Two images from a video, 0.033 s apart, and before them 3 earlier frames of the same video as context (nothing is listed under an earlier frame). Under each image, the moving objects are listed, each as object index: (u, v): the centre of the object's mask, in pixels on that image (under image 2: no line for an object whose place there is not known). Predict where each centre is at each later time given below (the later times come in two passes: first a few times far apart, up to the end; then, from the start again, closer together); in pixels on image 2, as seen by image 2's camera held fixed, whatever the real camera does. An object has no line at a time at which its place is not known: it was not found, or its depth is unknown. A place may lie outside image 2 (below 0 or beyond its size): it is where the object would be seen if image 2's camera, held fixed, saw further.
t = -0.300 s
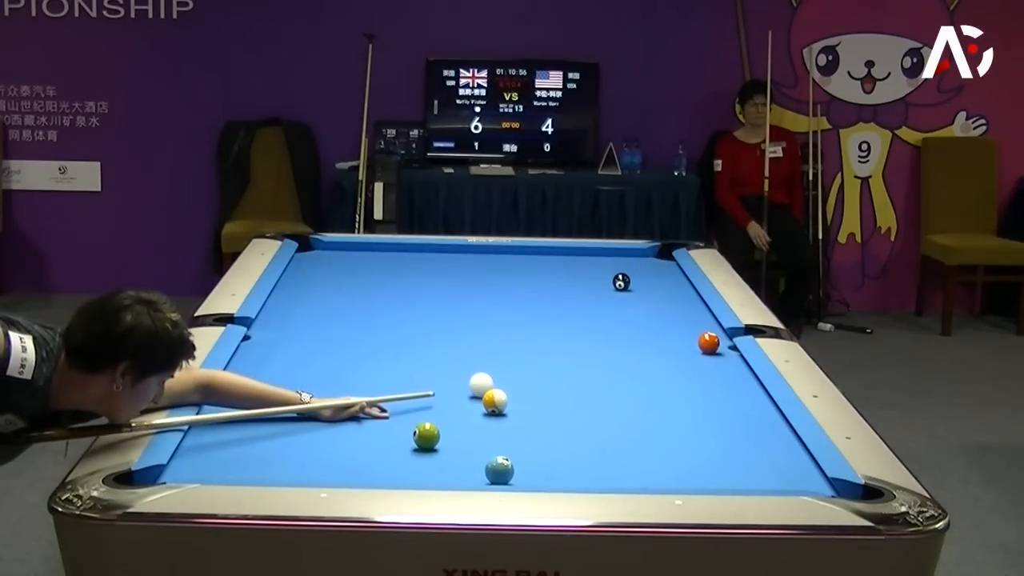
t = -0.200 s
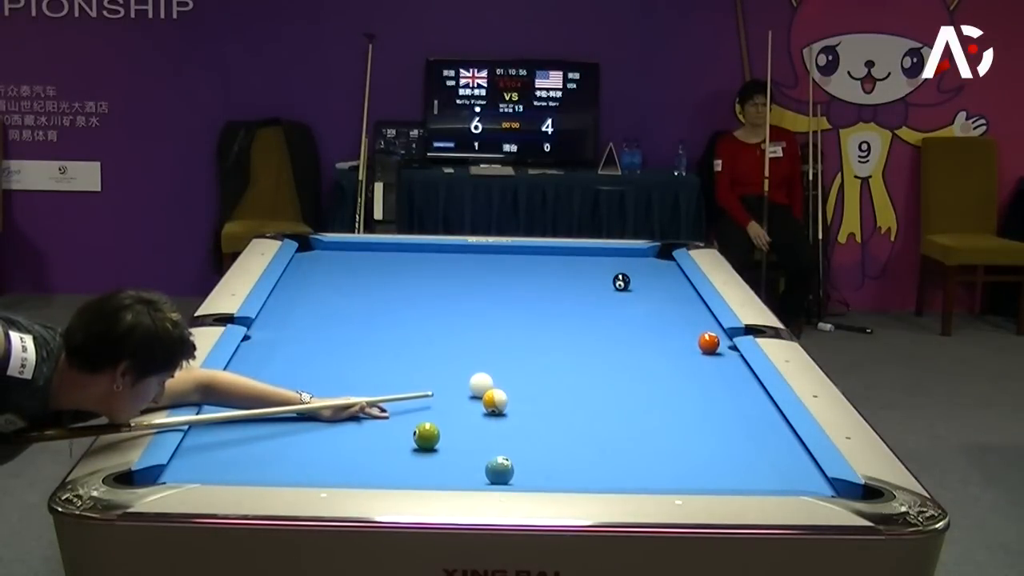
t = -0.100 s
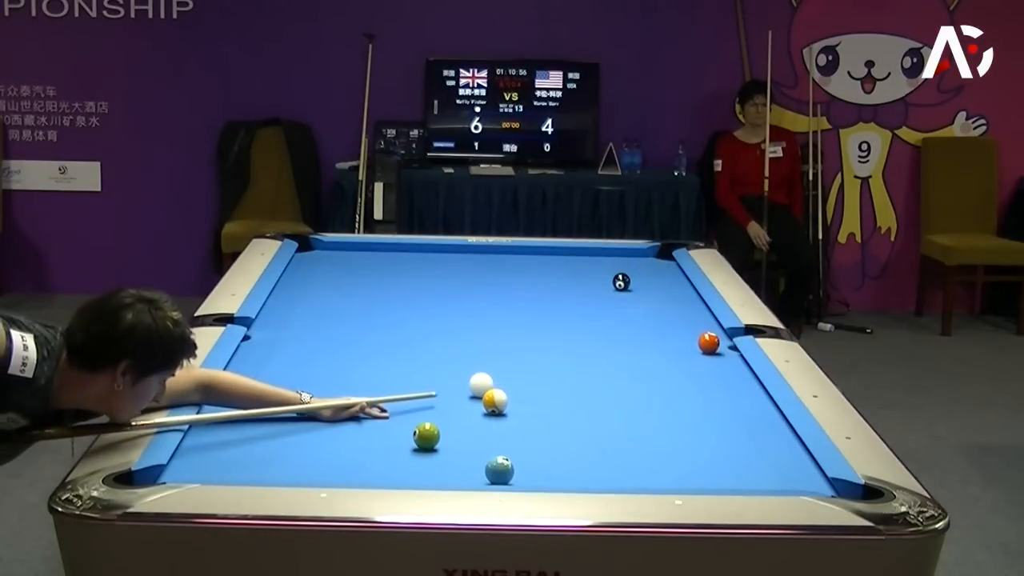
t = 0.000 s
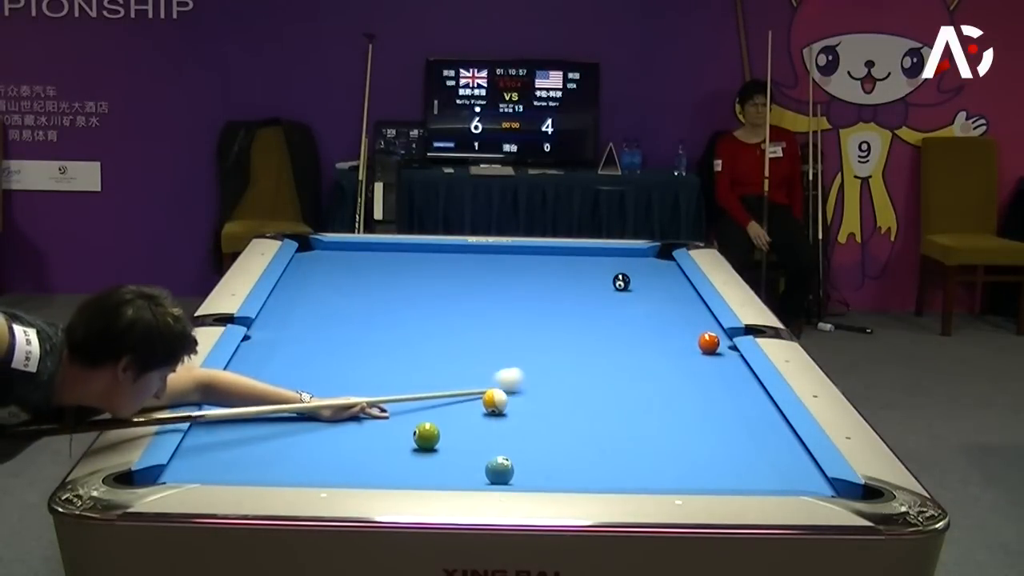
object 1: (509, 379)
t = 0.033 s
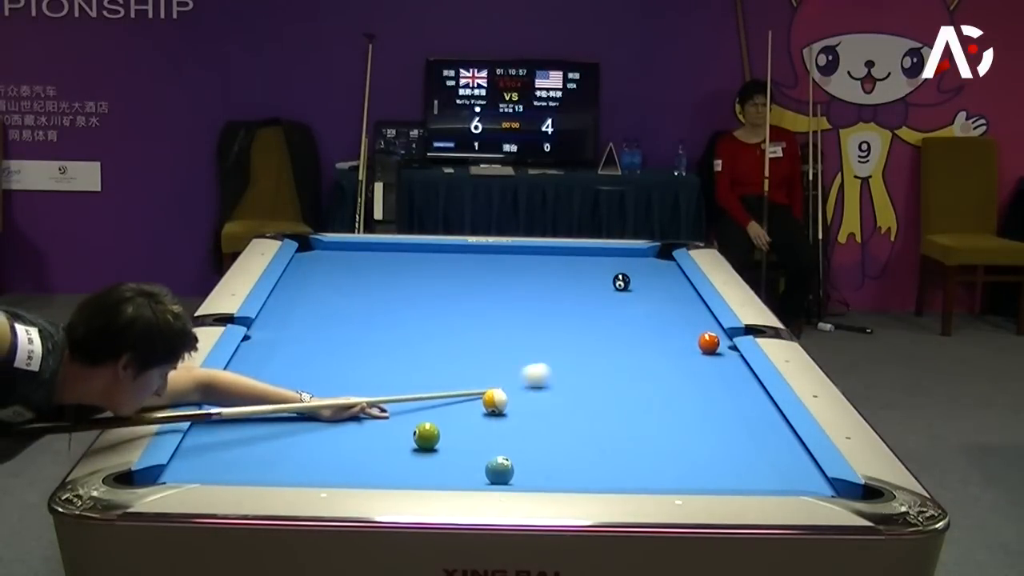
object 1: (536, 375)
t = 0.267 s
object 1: (688, 348)
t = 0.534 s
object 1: (722, 352)
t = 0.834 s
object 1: (724, 357)
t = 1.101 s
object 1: (717, 362)
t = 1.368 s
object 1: (711, 367)
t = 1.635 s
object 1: (706, 371)
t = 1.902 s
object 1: (701, 374)
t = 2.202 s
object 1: (695, 378)
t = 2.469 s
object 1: (691, 381)
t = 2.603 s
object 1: (690, 382)
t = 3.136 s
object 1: (686, 385)
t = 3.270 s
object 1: (686, 386)
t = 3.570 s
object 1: (686, 387)
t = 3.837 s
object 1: (686, 387)
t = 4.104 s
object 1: (686, 387)
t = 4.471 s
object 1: (686, 386)
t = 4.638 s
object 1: (687, 387)
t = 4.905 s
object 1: (686, 387)
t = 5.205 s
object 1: (686, 387)
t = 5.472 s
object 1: (686, 387)
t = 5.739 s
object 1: (686, 387)
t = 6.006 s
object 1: (686, 387)
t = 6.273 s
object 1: (686, 387)
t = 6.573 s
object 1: (686, 387)
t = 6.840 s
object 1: (686, 387)
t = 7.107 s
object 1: (686, 387)
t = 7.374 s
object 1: (686, 387)
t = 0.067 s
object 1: (561, 370)
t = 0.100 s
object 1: (586, 366)
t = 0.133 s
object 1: (608, 362)
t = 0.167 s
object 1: (630, 358)
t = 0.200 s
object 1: (651, 354)
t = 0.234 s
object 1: (670, 351)
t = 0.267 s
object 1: (688, 348)
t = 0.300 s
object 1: (699, 347)
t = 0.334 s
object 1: (703, 348)
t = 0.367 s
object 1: (706, 348)
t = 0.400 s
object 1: (709, 349)
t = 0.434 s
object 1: (712, 350)
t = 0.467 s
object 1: (716, 350)
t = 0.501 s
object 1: (719, 351)
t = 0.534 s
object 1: (722, 352)
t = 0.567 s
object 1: (725, 352)
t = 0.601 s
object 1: (728, 353)
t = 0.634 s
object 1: (729, 354)
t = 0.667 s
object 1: (728, 354)
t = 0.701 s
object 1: (727, 355)
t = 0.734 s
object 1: (726, 355)
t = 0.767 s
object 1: (726, 356)
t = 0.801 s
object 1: (724, 357)
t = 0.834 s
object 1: (724, 357)
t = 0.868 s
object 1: (723, 358)
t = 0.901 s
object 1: (722, 359)
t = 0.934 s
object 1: (722, 359)
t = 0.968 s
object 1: (721, 360)
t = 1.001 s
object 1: (720, 360)
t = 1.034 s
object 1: (719, 361)
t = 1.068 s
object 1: (718, 361)
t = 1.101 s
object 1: (717, 362)
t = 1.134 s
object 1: (716, 363)
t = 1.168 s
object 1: (715, 363)
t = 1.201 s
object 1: (714, 364)
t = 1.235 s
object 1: (714, 365)
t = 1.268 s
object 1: (713, 365)
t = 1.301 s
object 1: (712, 365)
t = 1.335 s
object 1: (712, 366)
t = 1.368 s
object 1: (711, 367)
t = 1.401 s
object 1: (710, 367)
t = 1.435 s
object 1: (709, 368)
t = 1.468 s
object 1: (709, 368)
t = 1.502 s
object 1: (708, 369)
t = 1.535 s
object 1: (708, 370)
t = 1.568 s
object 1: (707, 370)
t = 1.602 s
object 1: (706, 370)
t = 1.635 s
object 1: (706, 371)
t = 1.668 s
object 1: (705, 371)
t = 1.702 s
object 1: (704, 372)
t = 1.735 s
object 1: (704, 372)
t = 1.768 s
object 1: (703, 373)
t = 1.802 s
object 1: (702, 373)
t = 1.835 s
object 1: (702, 374)
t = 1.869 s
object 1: (701, 374)
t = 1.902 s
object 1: (701, 374)
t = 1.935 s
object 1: (700, 375)
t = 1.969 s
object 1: (699, 375)
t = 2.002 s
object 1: (698, 376)
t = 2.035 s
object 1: (698, 376)
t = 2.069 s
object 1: (697, 376)
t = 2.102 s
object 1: (697, 377)
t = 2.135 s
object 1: (696, 377)
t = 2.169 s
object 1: (696, 378)
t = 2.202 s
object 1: (695, 378)
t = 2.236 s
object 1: (694, 378)
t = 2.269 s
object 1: (694, 379)
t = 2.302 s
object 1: (694, 379)
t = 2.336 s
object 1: (693, 379)
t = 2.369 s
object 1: (693, 380)
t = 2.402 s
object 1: (692, 380)
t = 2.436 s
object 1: (692, 381)
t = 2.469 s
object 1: (691, 381)
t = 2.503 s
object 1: (691, 381)
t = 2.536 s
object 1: (690, 382)
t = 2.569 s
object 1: (690, 382)
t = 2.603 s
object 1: (690, 382)
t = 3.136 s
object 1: (686, 385)
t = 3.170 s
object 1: (686, 386)
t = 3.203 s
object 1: (686, 386)
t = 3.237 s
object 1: (686, 386)
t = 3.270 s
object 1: (686, 386)
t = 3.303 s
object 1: (686, 386)
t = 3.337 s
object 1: (686, 386)
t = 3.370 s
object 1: (686, 386)
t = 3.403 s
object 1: (685, 386)
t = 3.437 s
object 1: (686, 386)
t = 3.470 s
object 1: (686, 387)
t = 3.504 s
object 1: (685, 387)
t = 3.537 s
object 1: (686, 387)
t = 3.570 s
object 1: (686, 387)
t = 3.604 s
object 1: (686, 387)
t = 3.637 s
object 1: (686, 387)
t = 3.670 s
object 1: (686, 387)
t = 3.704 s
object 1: (686, 387)
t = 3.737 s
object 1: (686, 387)
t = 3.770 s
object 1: (686, 387)
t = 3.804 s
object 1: (686, 387)
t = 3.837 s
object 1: (686, 387)
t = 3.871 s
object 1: (686, 387)
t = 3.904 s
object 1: (686, 387)
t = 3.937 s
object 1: (686, 387)
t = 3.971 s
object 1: (686, 387)
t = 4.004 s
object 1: (686, 387)
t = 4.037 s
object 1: (686, 387)
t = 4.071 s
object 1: (686, 387)
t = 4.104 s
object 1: (686, 387)
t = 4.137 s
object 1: (686, 387)
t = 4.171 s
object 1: (686, 387)
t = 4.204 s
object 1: (686, 387)
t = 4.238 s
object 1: (691, 384)
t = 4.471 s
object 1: (686, 386)
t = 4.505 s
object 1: (686, 387)
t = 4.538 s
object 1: (686, 387)
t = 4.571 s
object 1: (686, 387)
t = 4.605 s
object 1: (686, 387)
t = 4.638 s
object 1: (687, 387)
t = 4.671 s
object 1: (686, 387)
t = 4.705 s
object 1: (686, 387)
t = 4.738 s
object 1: (686, 387)
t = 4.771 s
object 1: (686, 387)
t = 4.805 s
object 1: (686, 387)
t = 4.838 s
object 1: (686, 387)
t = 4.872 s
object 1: (686, 387)
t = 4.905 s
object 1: (686, 387)
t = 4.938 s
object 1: (686, 387)
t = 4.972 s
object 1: (686, 387)
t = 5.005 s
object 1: (686, 387)
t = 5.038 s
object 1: (686, 387)
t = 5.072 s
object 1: (686, 387)
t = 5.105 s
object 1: (686, 387)
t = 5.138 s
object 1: (686, 387)
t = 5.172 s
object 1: (686, 387)
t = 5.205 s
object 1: (686, 387)
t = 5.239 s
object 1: (686, 387)
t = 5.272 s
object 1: (686, 387)
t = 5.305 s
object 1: (686, 387)
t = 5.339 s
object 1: (686, 387)
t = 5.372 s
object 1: (686, 387)
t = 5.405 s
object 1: (686, 387)
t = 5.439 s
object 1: (686, 387)
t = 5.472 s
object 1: (686, 387)
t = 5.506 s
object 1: (686, 387)
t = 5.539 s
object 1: (686, 387)
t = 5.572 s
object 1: (686, 387)
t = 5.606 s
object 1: (686, 387)
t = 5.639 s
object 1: (686, 387)
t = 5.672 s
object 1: (686, 387)
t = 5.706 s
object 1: (686, 387)
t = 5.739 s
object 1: (686, 387)
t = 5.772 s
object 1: (686, 387)
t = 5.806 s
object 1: (686, 387)
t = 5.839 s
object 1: (686, 387)
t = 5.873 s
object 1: (686, 387)
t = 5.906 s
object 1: (686, 387)
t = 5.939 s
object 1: (686, 387)
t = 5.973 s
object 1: (686, 387)
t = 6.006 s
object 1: (686, 387)
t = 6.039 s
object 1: (686, 387)
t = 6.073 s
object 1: (686, 387)
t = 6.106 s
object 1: (686, 387)
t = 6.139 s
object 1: (686, 387)
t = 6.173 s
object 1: (686, 387)
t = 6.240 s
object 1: (686, 387)
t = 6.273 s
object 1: (686, 387)
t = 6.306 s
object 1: (686, 387)
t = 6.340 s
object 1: (686, 387)
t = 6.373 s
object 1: (686, 387)
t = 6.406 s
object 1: (686, 387)
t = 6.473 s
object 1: (686, 387)
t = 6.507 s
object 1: (686, 387)
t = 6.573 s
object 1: (686, 387)
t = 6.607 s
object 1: (686, 387)
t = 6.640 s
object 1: (686, 387)
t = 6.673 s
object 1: (686, 387)
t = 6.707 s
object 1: (686, 387)
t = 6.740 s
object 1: (686, 387)
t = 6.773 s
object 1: (686, 387)
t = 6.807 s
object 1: (686, 387)
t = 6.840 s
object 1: (686, 387)
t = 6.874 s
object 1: (686, 387)
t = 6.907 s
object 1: (686, 387)
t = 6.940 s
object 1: (686, 387)
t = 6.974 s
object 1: (686, 387)
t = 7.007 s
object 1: (686, 387)
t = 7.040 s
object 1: (686, 387)
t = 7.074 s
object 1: (686, 387)
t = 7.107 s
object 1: (686, 387)
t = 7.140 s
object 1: (686, 387)
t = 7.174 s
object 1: (686, 387)
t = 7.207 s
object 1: (686, 387)
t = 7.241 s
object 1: (686, 387)
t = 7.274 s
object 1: (686, 387)
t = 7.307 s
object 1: (686, 387)
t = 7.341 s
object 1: (686, 387)
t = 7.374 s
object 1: (686, 387)
